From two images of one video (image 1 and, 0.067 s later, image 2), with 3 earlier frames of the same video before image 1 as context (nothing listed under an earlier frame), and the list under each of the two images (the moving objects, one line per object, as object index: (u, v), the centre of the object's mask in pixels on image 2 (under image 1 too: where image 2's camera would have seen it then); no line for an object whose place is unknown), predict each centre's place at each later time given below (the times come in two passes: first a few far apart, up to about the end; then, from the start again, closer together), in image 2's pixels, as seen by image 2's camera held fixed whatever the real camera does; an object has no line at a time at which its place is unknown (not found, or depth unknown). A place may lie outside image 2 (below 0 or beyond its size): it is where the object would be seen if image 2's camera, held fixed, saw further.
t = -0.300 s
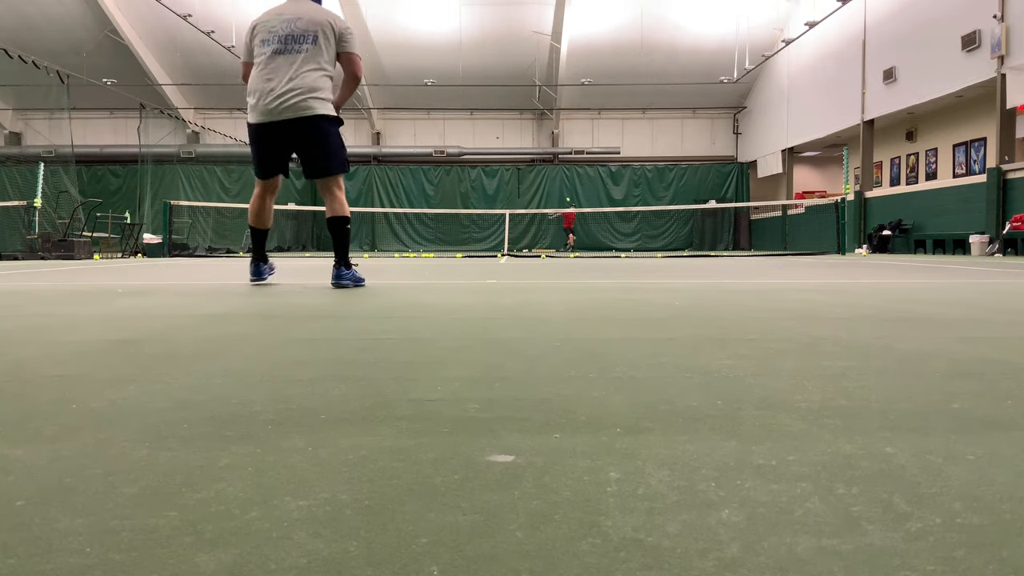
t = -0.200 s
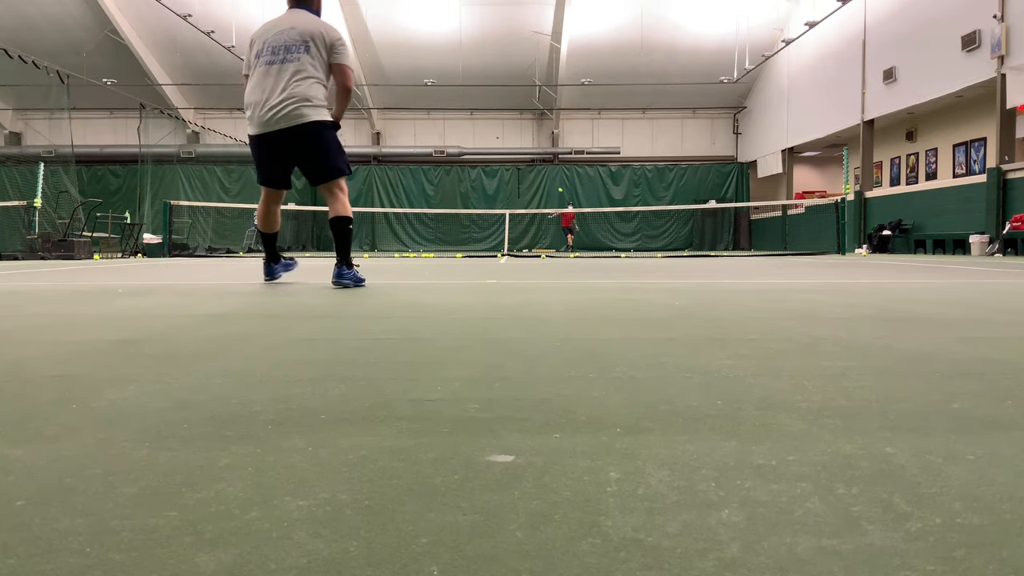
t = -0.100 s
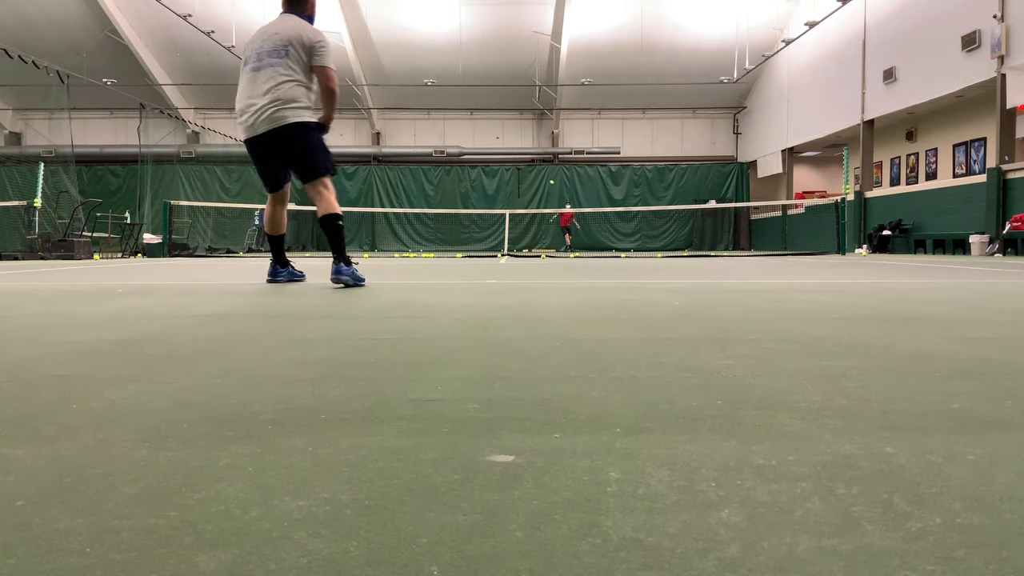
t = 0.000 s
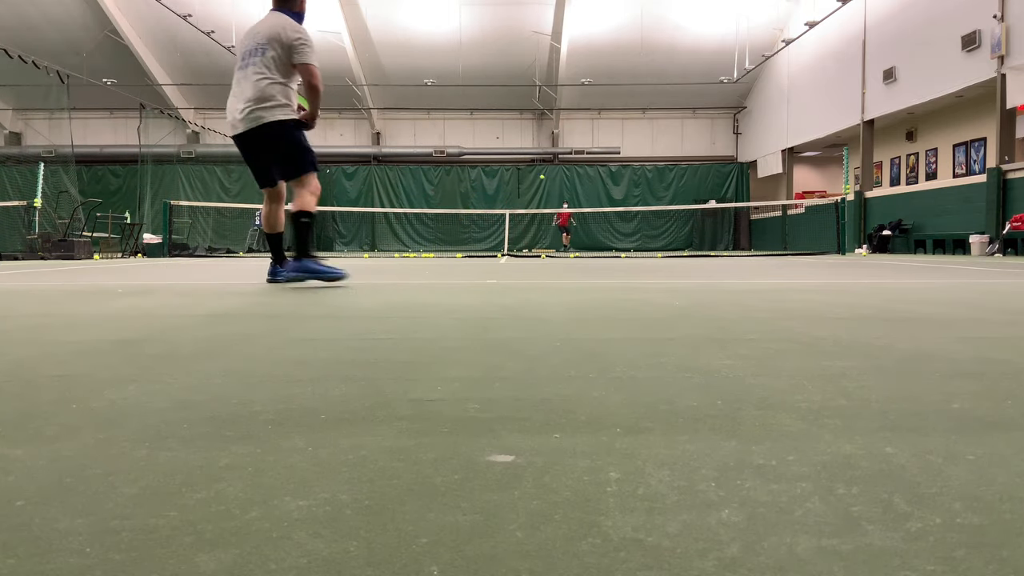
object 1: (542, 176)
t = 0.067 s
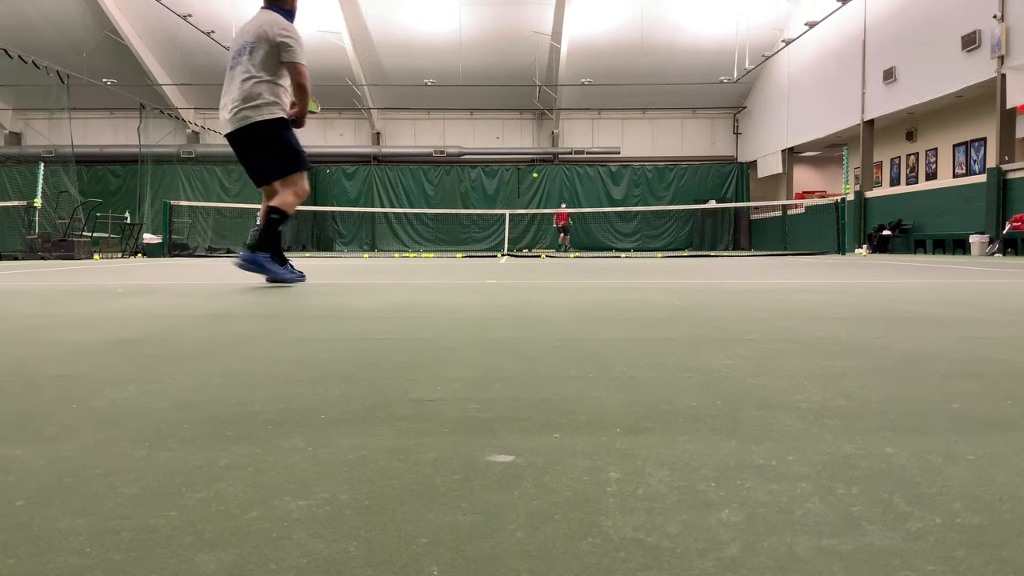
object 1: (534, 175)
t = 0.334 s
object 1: (500, 189)
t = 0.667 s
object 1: (432, 240)
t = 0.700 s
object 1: (426, 229)
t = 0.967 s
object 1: (362, 174)
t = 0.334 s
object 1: (500, 189)
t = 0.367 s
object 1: (494, 194)
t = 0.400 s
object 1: (488, 200)
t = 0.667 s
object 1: (432, 240)
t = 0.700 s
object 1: (426, 229)
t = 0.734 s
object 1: (420, 220)
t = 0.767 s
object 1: (414, 211)
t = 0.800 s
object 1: (406, 202)
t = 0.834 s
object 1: (399, 194)
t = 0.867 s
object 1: (390, 188)
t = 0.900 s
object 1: (382, 182)
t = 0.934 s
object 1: (372, 178)
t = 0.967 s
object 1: (362, 174)
